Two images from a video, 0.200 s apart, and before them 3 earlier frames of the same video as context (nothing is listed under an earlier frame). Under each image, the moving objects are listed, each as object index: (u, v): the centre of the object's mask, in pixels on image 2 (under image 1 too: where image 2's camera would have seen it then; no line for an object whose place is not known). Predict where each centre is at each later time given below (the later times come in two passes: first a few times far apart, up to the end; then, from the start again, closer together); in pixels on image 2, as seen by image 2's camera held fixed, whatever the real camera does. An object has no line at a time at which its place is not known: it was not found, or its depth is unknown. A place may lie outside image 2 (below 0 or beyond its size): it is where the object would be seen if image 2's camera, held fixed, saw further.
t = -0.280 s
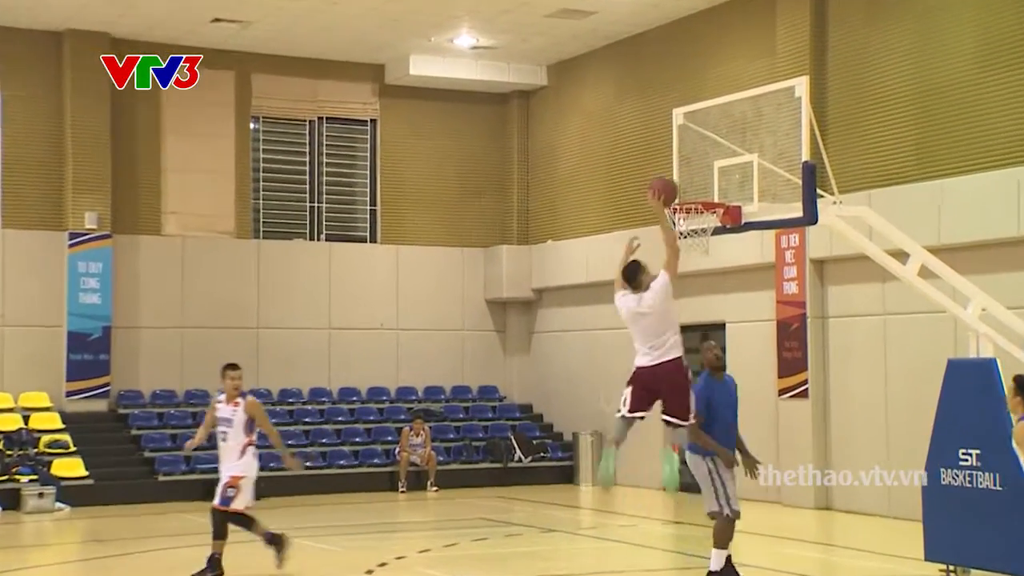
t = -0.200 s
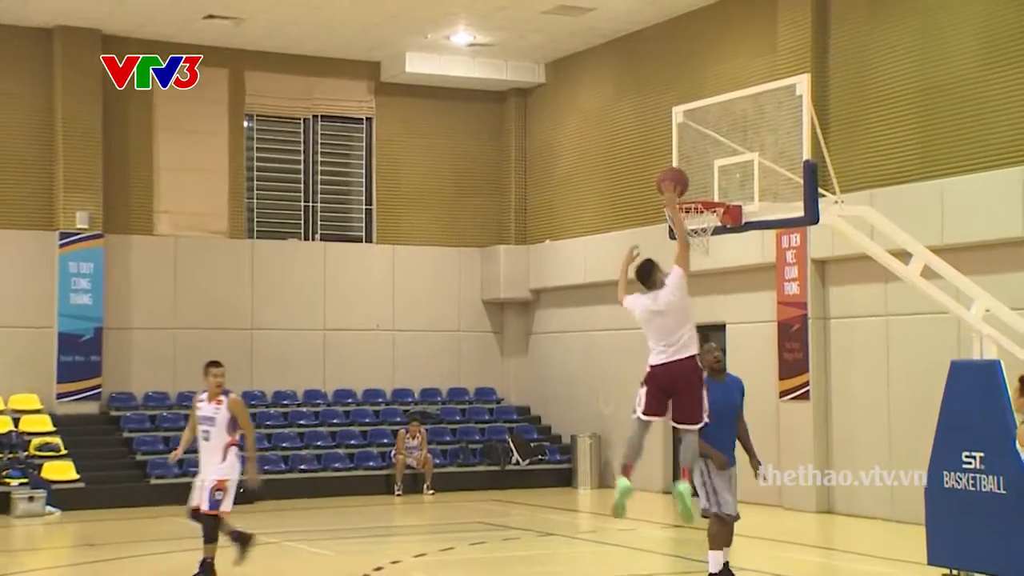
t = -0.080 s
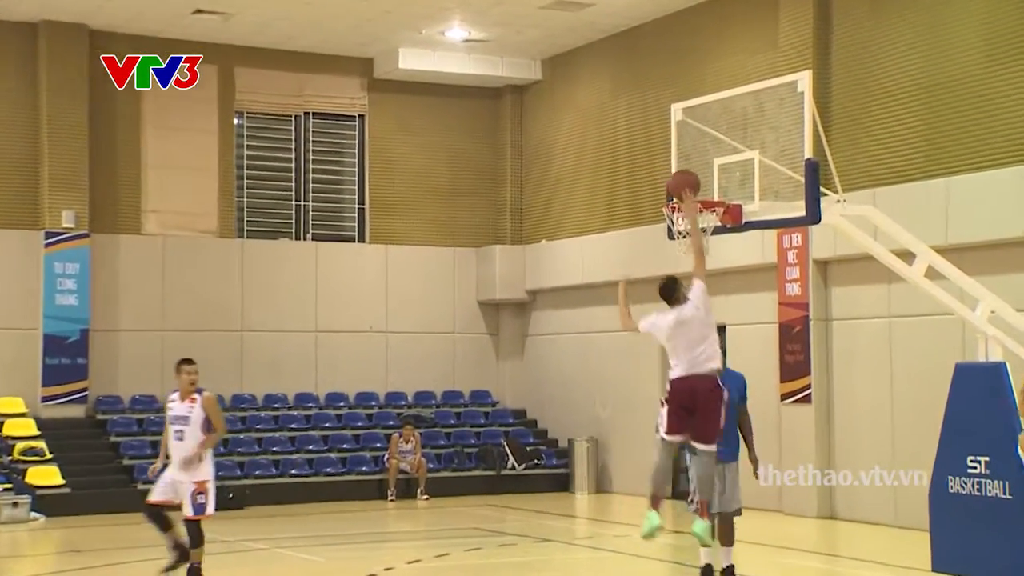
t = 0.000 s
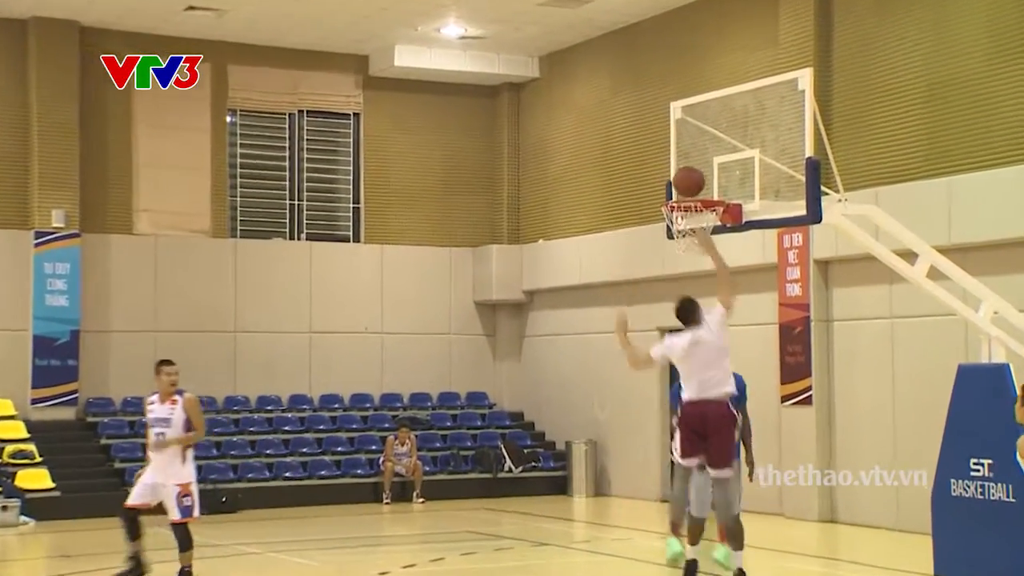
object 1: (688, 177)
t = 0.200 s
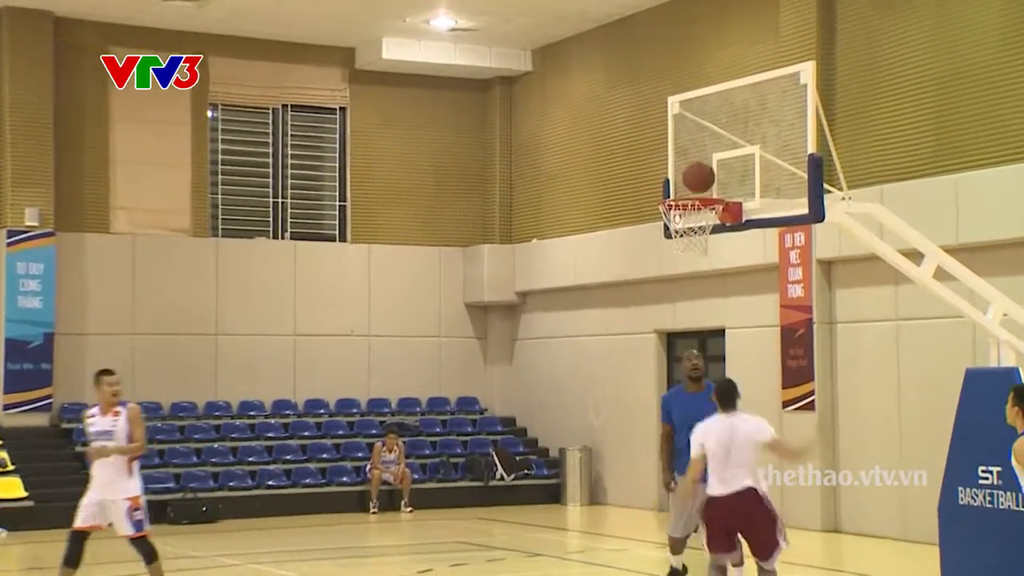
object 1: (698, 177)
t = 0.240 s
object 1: (700, 173)
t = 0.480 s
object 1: (672, 184)
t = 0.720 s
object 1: (643, 265)
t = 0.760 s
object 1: (640, 286)
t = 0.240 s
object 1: (700, 173)
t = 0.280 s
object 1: (698, 171)
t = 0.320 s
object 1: (693, 170)
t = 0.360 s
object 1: (688, 170)
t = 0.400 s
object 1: (682, 173)
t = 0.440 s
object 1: (677, 177)
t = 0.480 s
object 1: (672, 184)
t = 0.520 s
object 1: (667, 190)
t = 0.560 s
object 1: (659, 199)
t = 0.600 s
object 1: (653, 217)
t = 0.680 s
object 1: (648, 247)
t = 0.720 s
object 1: (643, 265)
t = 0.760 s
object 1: (640, 286)
